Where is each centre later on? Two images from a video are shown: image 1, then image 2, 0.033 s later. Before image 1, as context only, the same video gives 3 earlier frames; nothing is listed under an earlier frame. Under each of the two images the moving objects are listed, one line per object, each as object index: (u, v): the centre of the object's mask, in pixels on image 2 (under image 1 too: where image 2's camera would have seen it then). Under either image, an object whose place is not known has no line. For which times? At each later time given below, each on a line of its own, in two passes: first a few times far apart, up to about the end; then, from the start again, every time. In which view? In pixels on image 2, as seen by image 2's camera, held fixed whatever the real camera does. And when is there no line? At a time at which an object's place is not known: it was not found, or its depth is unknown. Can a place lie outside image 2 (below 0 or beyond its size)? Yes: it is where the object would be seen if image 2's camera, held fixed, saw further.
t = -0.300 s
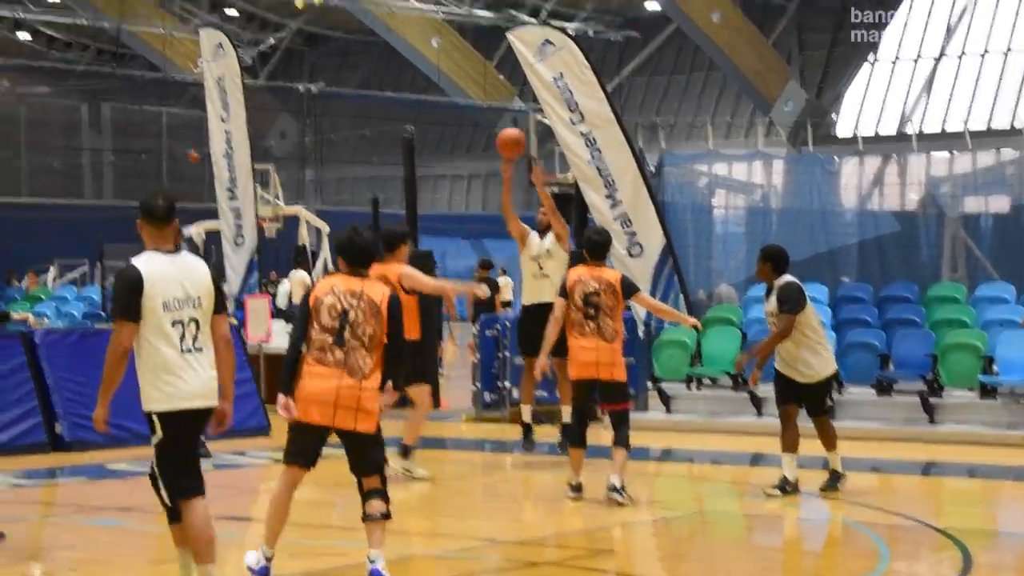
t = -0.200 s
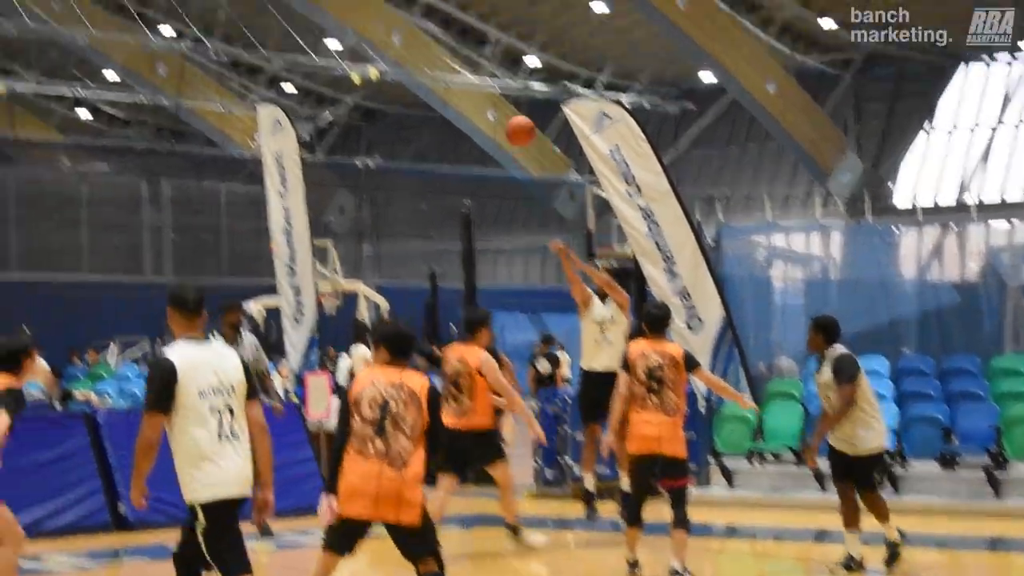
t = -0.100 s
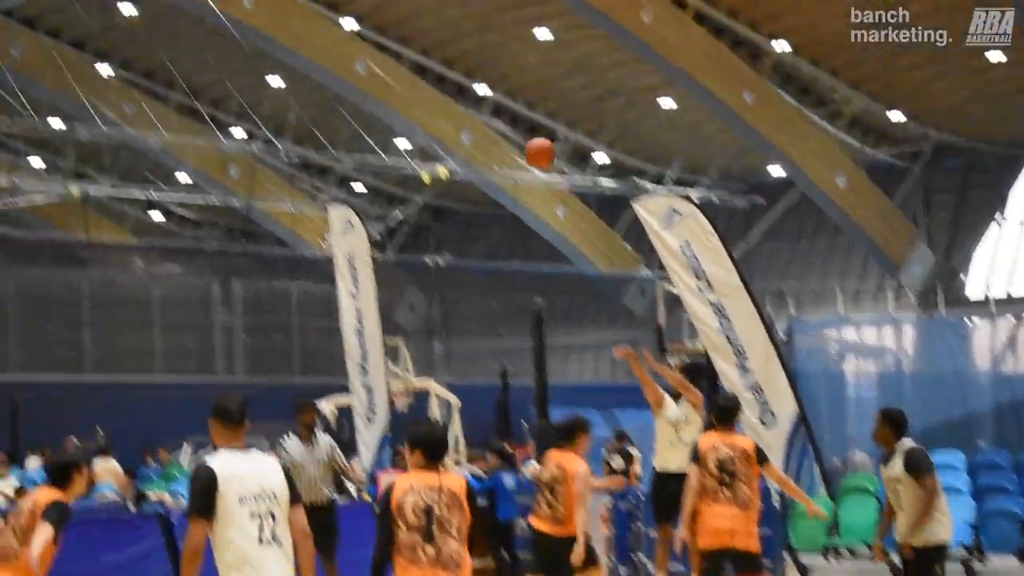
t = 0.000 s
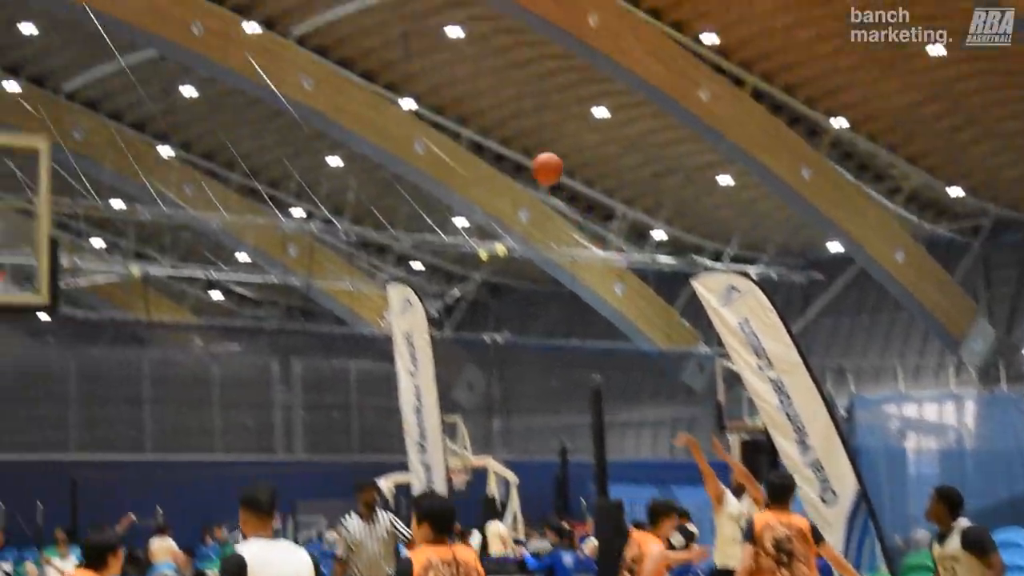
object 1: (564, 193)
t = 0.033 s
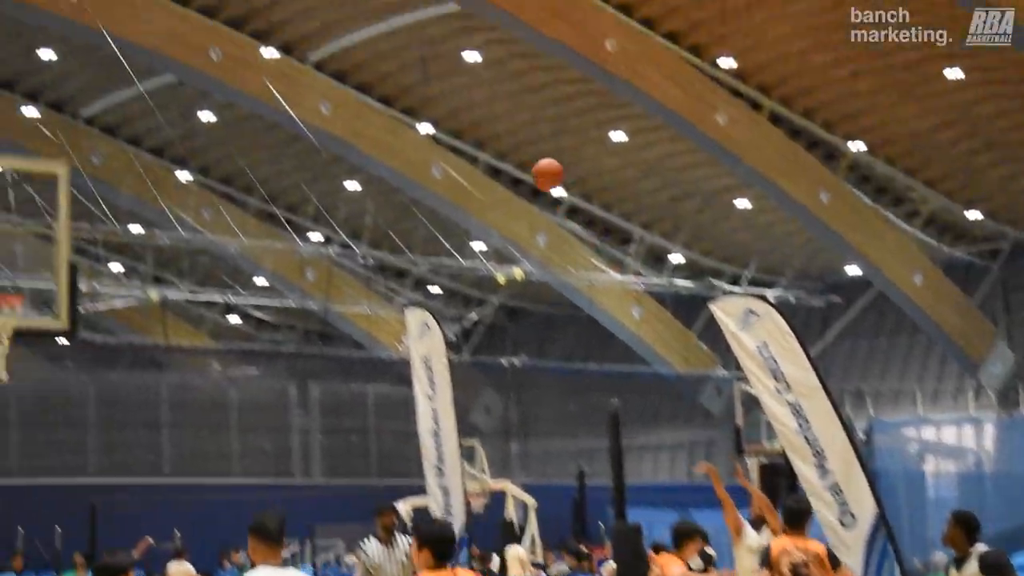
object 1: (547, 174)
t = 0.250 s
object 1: (434, 89)
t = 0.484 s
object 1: (302, 62)
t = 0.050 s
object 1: (539, 166)
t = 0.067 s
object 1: (531, 158)
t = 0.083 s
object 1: (522, 150)
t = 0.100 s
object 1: (513, 143)
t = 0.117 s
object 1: (505, 135)
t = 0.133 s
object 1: (496, 128)
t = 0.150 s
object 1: (488, 122)
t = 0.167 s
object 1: (479, 116)
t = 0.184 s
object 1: (470, 110)
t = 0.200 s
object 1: (461, 104)
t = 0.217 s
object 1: (452, 99)
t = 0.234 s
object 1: (443, 94)
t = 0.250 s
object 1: (434, 89)
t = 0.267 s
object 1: (425, 85)
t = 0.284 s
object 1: (417, 81)
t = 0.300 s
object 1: (407, 78)
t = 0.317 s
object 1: (398, 75)
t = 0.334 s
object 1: (388, 72)
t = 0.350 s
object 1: (379, 69)
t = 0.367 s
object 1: (369, 67)
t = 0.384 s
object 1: (361, 65)
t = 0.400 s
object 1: (351, 63)
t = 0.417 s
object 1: (342, 63)
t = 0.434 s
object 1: (332, 62)
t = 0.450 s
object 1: (322, 62)
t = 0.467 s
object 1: (312, 62)
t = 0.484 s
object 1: (302, 62)
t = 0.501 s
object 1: (293, 63)
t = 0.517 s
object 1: (284, 65)
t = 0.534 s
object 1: (274, 67)
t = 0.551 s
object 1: (263, 69)
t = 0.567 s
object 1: (253, 71)
